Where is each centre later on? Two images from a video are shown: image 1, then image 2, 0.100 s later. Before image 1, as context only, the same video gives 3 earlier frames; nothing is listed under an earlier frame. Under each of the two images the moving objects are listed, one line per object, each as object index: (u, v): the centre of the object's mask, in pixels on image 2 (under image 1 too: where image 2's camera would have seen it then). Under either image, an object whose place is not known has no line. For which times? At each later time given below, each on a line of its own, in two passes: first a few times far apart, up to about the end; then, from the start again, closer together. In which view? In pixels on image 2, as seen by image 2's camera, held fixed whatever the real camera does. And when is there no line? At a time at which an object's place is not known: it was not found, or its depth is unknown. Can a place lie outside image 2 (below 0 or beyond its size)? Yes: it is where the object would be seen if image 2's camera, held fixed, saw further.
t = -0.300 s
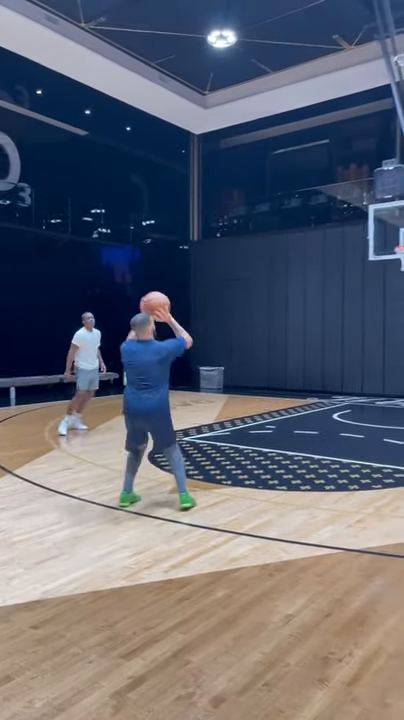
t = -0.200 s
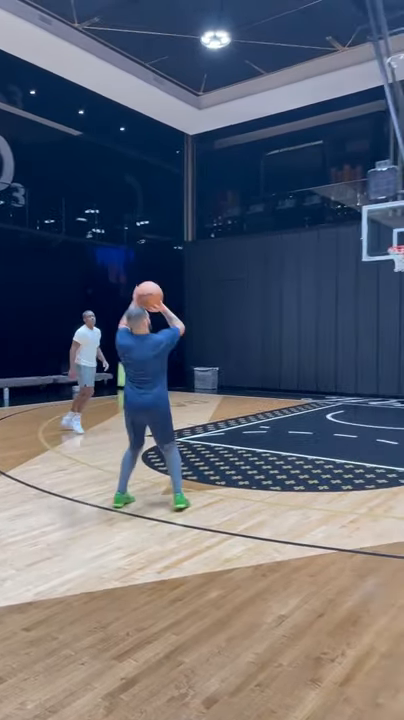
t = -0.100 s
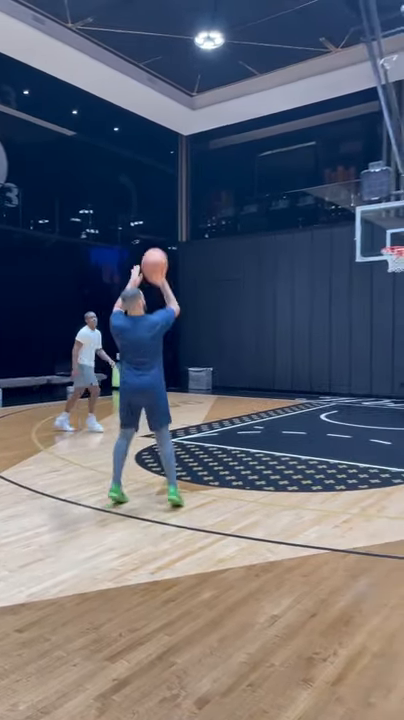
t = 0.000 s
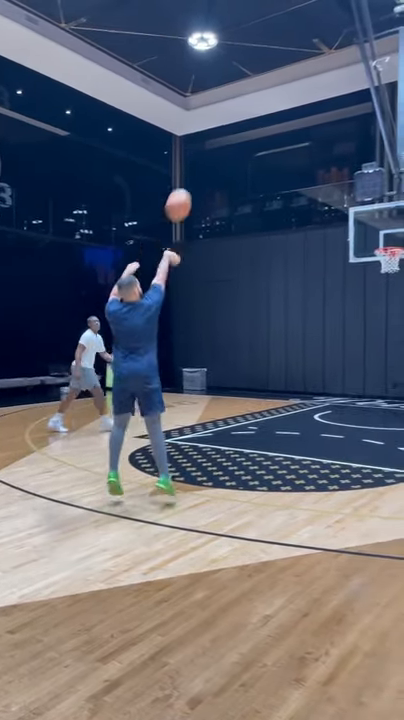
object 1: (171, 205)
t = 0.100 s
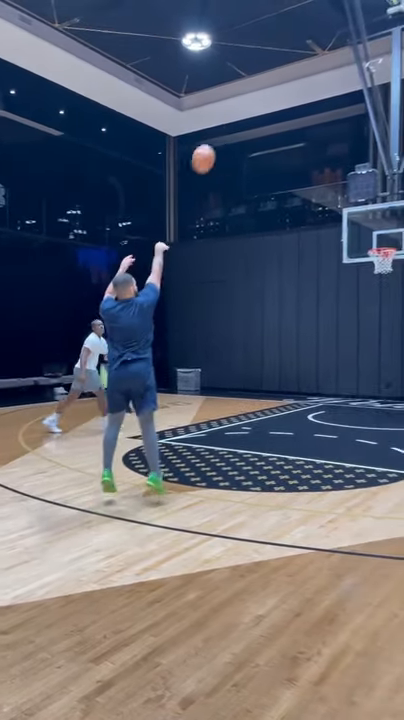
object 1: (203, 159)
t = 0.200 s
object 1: (230, 128)
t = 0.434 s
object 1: (280, 98)
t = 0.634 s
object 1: (314, 108)
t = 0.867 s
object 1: (345, 149)
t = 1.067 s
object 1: (366, 200)
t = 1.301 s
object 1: (384, 269)
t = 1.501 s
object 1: (394, 312)
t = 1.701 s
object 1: (401, 369)
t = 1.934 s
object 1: (407, 377)
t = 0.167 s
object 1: (221, 137)
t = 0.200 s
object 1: (230, 128)
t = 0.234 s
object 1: (238, 120)
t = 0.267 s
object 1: (245, 114)
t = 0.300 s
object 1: (253, 108)
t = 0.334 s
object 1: (260, 104)
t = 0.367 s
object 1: (267, 101)
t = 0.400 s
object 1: (274, 99)
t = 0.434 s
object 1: (280, 98)
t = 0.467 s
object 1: (286, 98)
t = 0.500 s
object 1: (292, 98)
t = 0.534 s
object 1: (298, 100)
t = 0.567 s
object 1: (303, 102)
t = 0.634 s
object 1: (314, 108)
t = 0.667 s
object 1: (318, 112)
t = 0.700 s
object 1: (323, 117)
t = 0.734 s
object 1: (328, 122)
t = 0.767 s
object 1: (332, 128)
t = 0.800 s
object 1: (336, 135)
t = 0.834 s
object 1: (341, 142)
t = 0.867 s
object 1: (345, 149)
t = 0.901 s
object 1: (348, 157)
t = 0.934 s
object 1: (352, 164)
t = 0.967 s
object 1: (355, 173)
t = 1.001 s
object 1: (359, 181)
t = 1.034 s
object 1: (362, 190)
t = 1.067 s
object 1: (366, 200)
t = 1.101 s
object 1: (370, 215)
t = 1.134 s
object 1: (373, 221)
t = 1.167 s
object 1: (376, 231)
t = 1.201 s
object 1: (378, 241)
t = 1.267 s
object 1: (381, 267)
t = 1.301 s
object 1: (384, 269)
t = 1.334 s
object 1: (387, 276)
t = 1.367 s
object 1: (388, 281)
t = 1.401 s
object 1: (388, 288)
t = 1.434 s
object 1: (390, 296)
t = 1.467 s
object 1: (390, 306)
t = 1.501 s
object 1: (394, 312)
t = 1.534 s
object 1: (396, 321)
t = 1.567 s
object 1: (396, 329)
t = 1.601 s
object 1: (397, 339)
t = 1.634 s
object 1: (399, 348)
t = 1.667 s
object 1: (400, 358)
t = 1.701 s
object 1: (401, 369)
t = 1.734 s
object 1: (402, 379)
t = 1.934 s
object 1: (407, 377)
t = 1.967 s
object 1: (407, 370)
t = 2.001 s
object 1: (407, 364)
